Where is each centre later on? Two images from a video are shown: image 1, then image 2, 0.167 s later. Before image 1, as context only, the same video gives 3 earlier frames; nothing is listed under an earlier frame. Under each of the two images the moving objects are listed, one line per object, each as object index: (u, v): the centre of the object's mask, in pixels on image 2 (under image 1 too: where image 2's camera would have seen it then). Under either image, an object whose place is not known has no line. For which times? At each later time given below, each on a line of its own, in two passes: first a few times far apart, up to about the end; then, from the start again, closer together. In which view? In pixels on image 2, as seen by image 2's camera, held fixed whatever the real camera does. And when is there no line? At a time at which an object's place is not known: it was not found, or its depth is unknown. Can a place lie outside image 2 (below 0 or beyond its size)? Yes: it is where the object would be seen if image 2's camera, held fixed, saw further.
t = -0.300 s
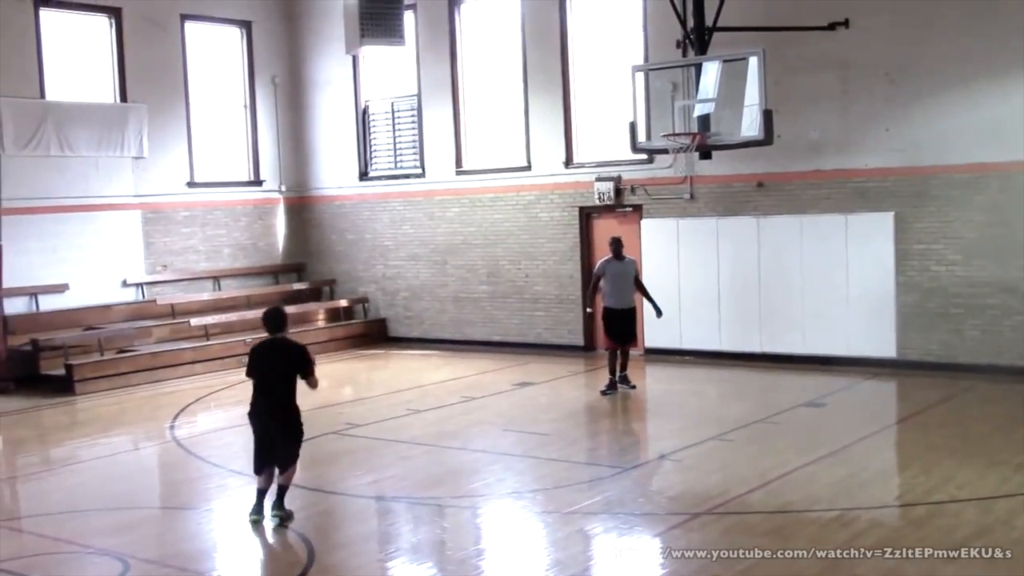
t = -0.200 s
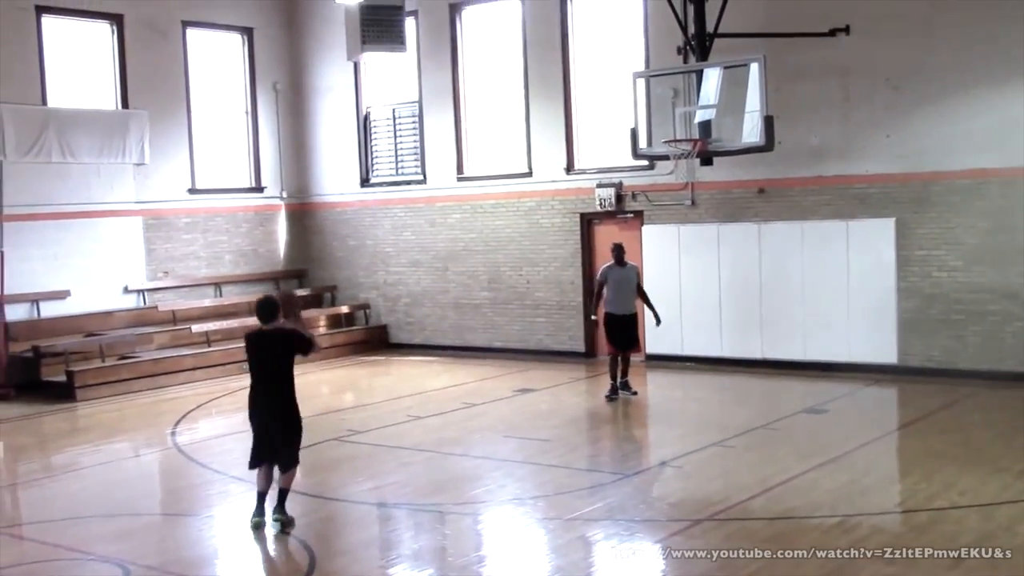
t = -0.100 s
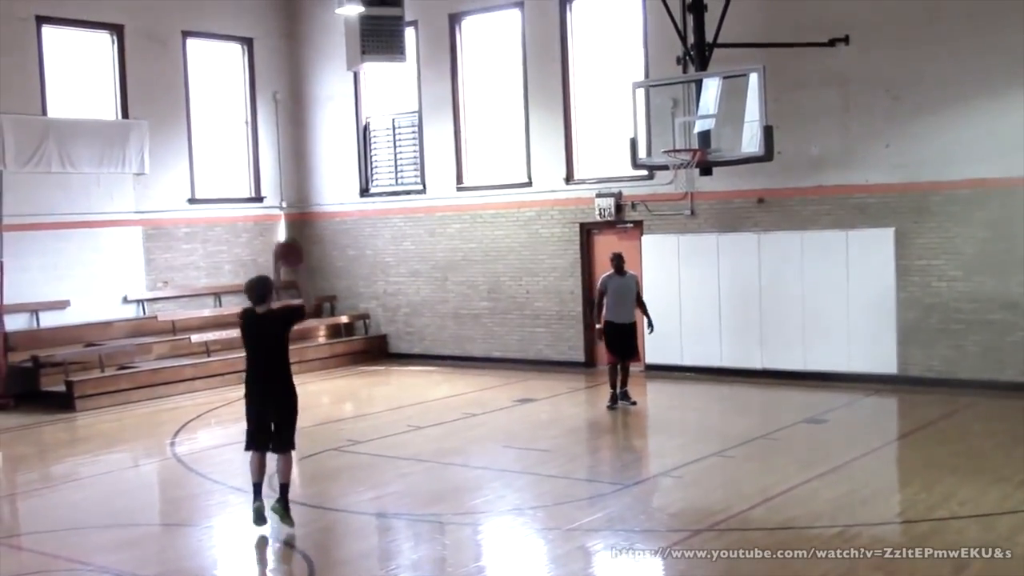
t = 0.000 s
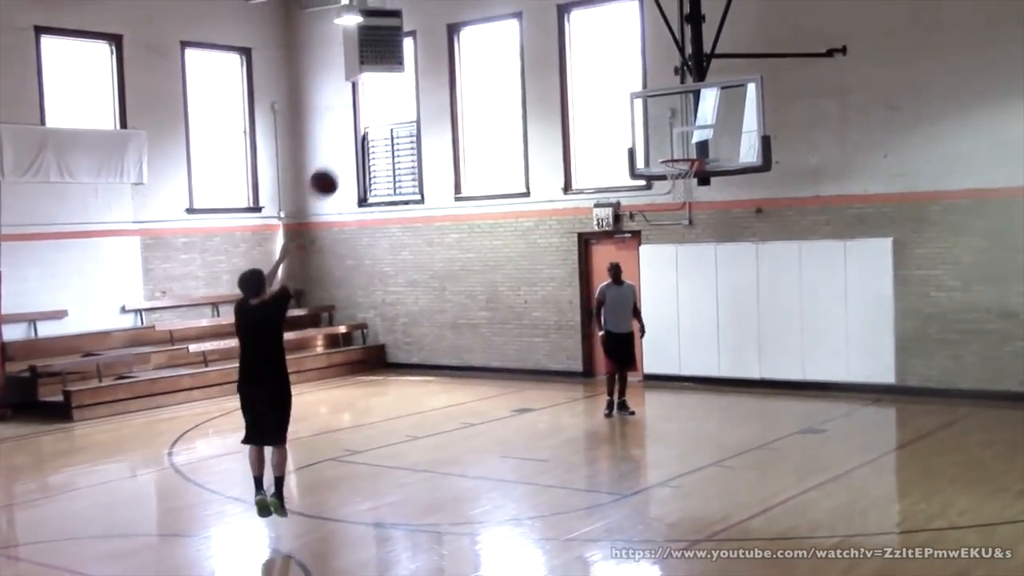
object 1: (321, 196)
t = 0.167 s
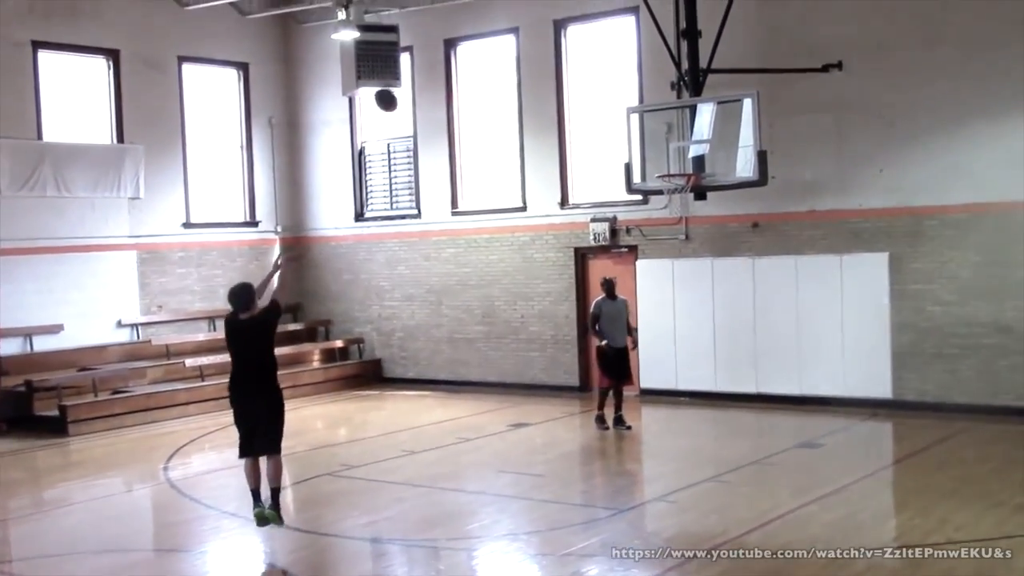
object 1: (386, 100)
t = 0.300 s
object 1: (433, 52)
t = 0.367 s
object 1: (455, 37)
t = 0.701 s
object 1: (556, 32)
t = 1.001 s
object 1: (638, 107)
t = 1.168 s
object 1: (675, 173)
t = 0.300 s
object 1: (433, 52)
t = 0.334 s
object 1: (444, 45)
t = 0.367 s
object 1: (455, 37)
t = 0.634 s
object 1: (538, 25)
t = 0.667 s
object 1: (546, 28)
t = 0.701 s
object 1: (556, 32)
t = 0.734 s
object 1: (563, 34)
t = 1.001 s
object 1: (638, 107)
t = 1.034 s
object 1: (645, 119)
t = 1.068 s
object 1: (653, 132)
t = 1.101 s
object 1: (660, 145)
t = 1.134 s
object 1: (668, 159)
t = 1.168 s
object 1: (675, 173)
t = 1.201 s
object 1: (681, 184)
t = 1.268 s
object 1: (684, 195)
